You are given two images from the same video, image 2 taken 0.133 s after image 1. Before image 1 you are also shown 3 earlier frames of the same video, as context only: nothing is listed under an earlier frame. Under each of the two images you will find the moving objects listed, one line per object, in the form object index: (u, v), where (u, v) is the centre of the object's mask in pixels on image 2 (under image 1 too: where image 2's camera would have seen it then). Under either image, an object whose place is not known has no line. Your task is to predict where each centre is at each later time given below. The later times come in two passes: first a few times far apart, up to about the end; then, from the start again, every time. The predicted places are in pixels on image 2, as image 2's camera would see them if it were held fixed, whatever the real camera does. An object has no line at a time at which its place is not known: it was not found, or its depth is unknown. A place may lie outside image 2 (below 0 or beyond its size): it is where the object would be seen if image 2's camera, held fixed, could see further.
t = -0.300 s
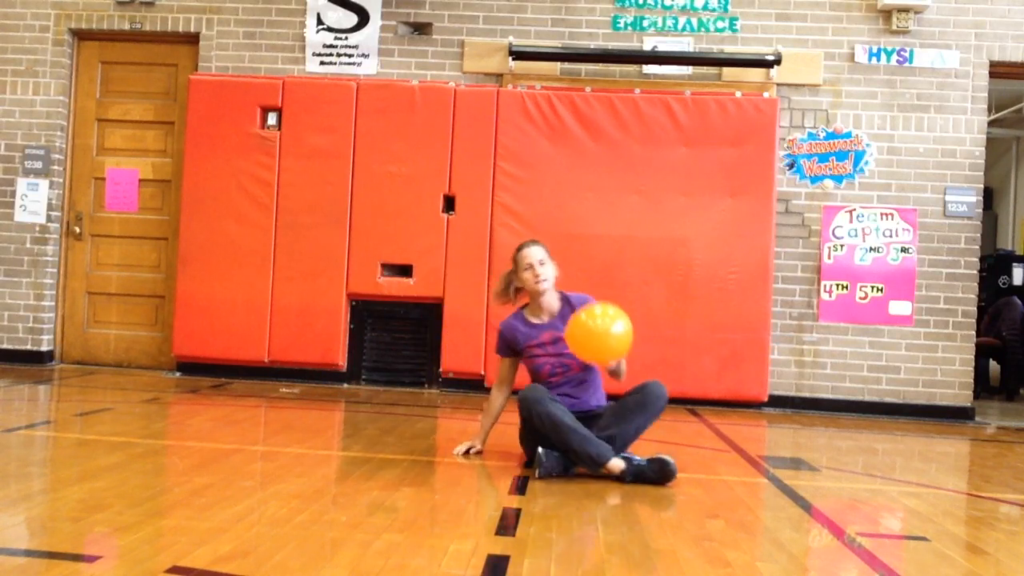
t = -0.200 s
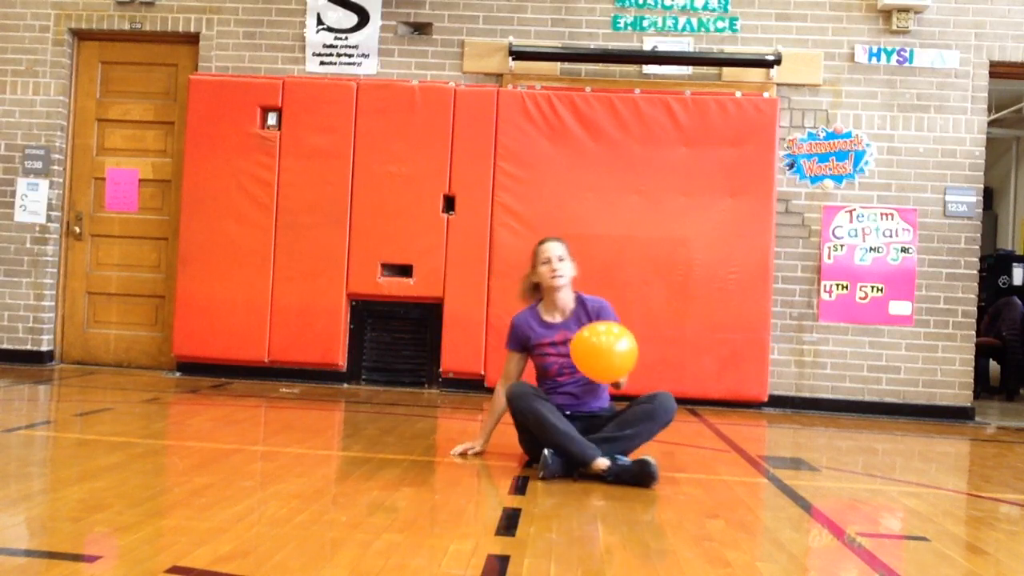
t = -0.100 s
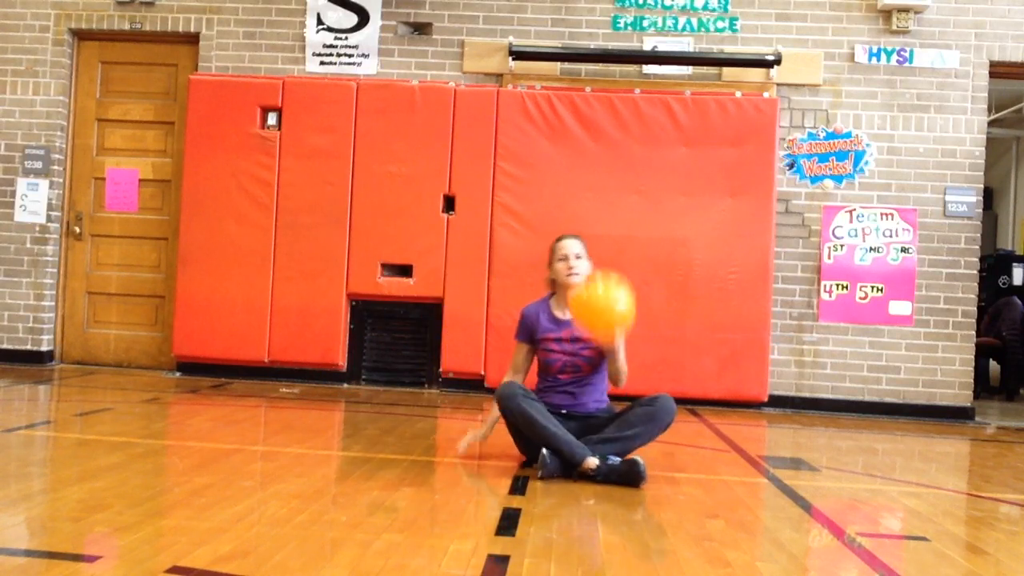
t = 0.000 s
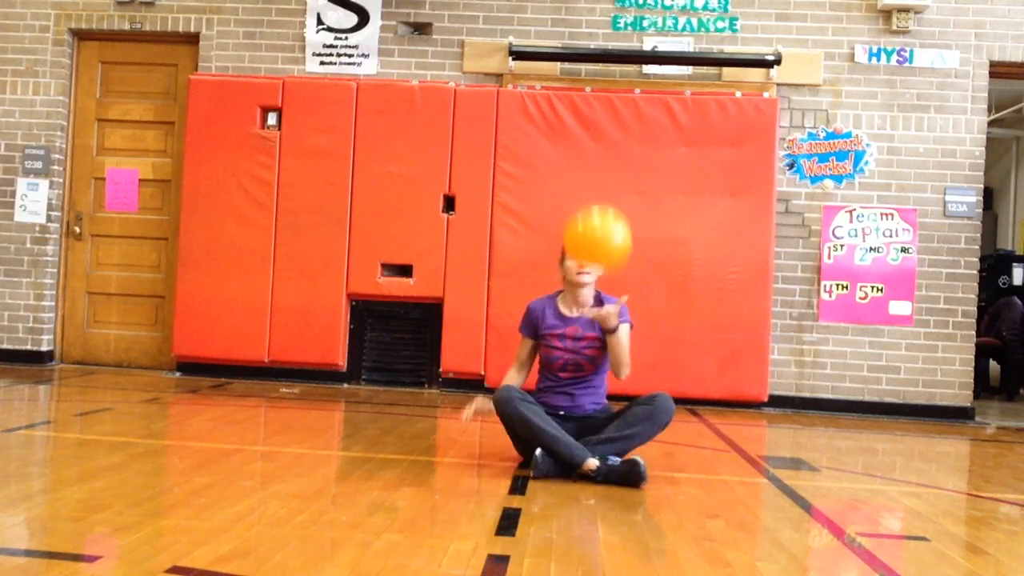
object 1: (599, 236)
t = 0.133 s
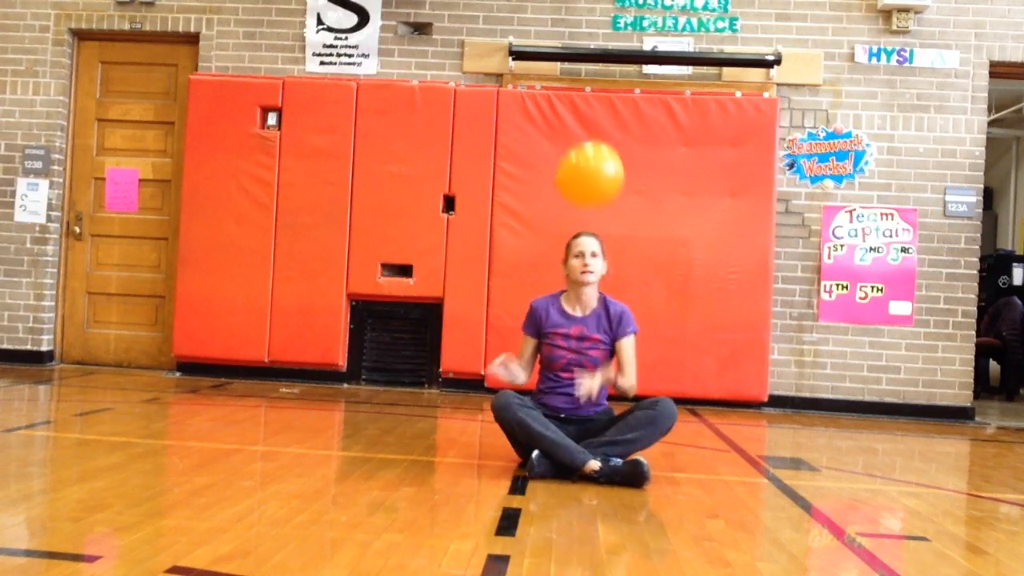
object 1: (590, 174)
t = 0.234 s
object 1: (583, 145)
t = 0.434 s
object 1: (570, 128)
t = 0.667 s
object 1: (567, 151)
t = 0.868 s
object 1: (568, 205)
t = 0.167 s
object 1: (588, 162)
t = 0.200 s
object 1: (585, 153)
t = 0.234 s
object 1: (583, 145)
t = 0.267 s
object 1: (580, 139)
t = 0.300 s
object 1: (577, 135)
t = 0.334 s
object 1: (575, 131)
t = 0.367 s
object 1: (573, 129)
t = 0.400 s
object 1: (572, 128)
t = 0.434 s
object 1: (570, 128)
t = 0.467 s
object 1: (569, 129)
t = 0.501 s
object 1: (568, 130)
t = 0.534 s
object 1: (568, 132)
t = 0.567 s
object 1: (568, 136)
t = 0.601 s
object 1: (567, 139)
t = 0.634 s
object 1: (567, 144)
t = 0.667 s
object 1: (567, 151)
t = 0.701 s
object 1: (567, 157)
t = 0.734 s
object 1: (567, 165)
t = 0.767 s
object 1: (567, 174)
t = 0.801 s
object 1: (568, 184)
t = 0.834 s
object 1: (568, 194)
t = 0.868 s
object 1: (568, 205)
